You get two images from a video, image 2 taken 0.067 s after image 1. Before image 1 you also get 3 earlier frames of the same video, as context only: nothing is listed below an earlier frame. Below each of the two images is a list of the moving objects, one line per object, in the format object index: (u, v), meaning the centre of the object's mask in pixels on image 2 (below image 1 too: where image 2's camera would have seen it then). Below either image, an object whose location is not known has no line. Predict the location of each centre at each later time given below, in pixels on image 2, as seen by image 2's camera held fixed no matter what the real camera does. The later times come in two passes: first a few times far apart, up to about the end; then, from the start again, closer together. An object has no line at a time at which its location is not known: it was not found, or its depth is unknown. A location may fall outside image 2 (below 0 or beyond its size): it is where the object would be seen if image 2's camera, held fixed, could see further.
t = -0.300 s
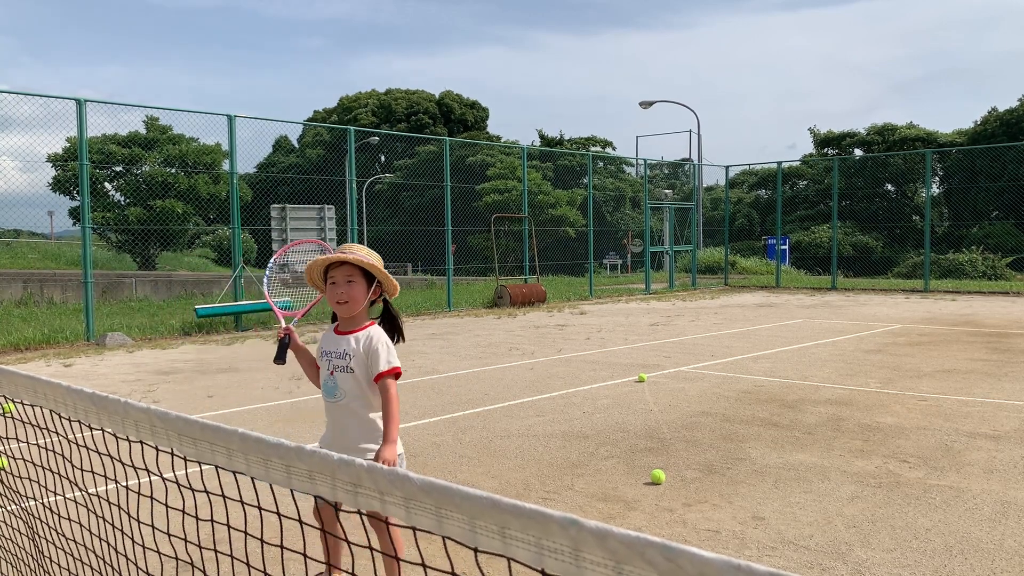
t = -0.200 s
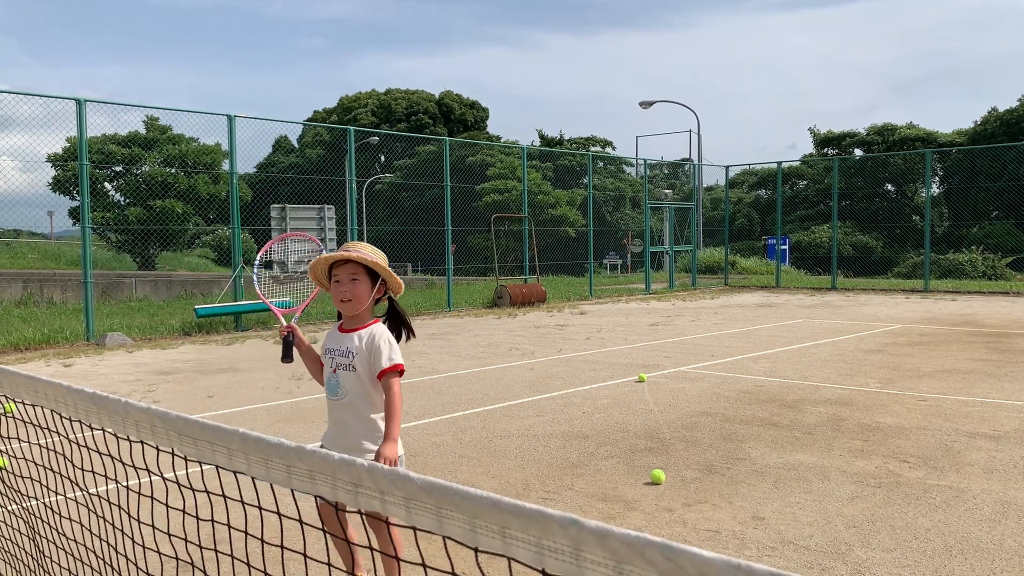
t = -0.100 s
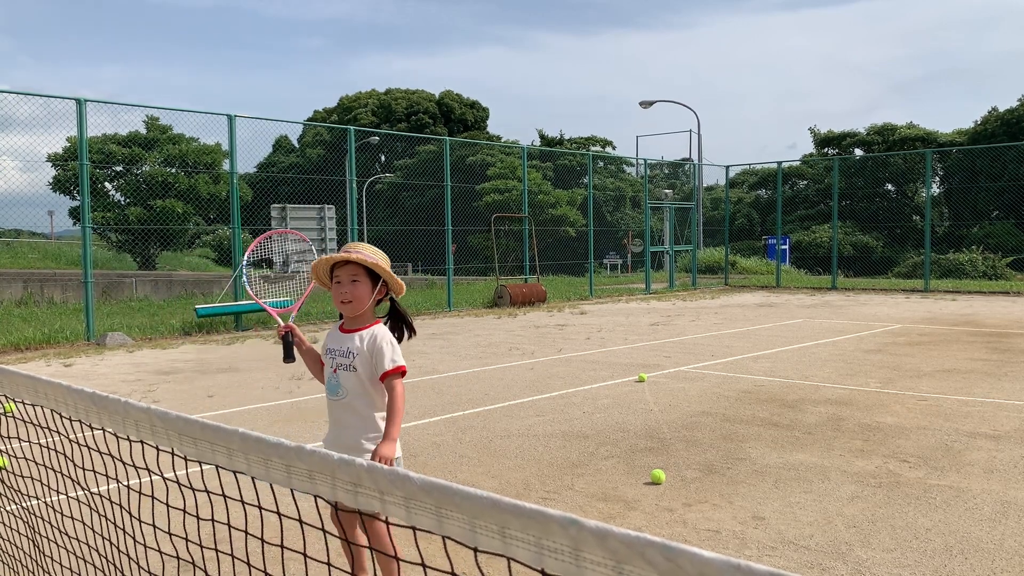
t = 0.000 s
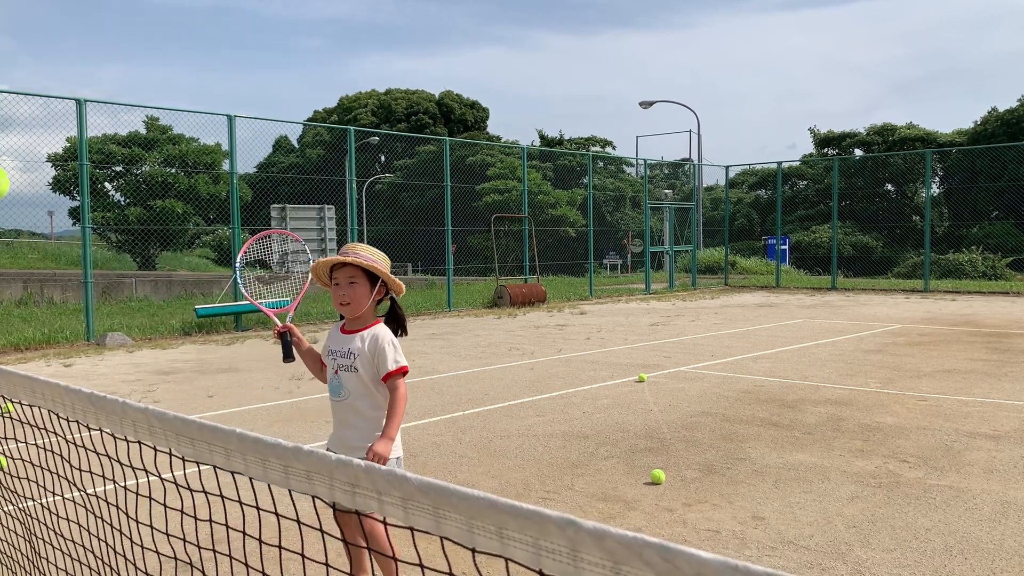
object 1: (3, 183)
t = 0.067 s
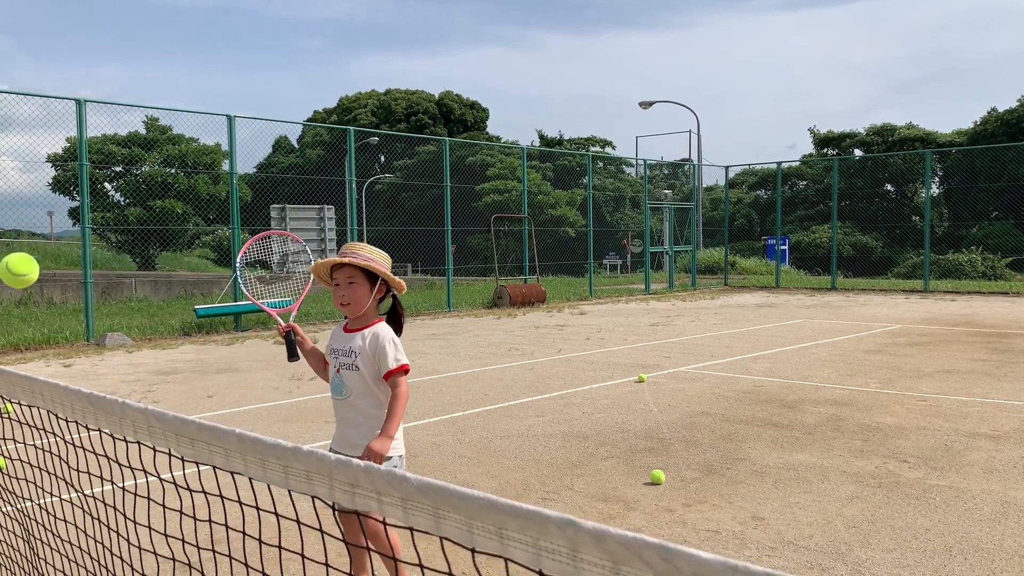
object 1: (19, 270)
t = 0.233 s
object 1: (85, 525)
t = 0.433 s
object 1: (132, 528)
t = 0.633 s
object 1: (158, 349)
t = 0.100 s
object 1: (33, 317)
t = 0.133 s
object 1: (48, 365)
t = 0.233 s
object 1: (85, 525)
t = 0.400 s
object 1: (127, 570)
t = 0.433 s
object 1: (132, 528)
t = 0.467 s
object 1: (136, 486)
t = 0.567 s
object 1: (149, 390)
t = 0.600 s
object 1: (153, 368)
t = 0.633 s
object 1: (158, 349)
